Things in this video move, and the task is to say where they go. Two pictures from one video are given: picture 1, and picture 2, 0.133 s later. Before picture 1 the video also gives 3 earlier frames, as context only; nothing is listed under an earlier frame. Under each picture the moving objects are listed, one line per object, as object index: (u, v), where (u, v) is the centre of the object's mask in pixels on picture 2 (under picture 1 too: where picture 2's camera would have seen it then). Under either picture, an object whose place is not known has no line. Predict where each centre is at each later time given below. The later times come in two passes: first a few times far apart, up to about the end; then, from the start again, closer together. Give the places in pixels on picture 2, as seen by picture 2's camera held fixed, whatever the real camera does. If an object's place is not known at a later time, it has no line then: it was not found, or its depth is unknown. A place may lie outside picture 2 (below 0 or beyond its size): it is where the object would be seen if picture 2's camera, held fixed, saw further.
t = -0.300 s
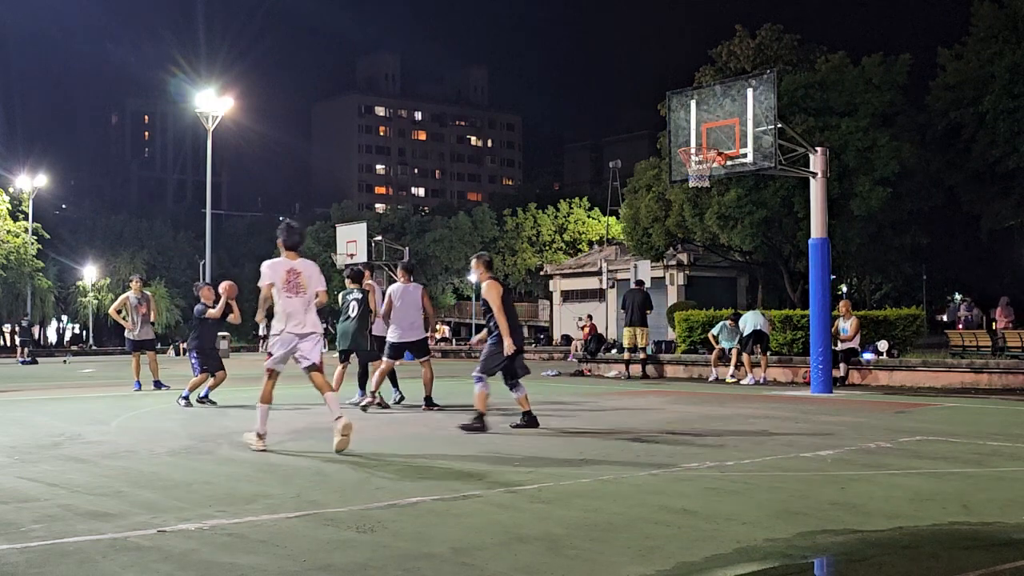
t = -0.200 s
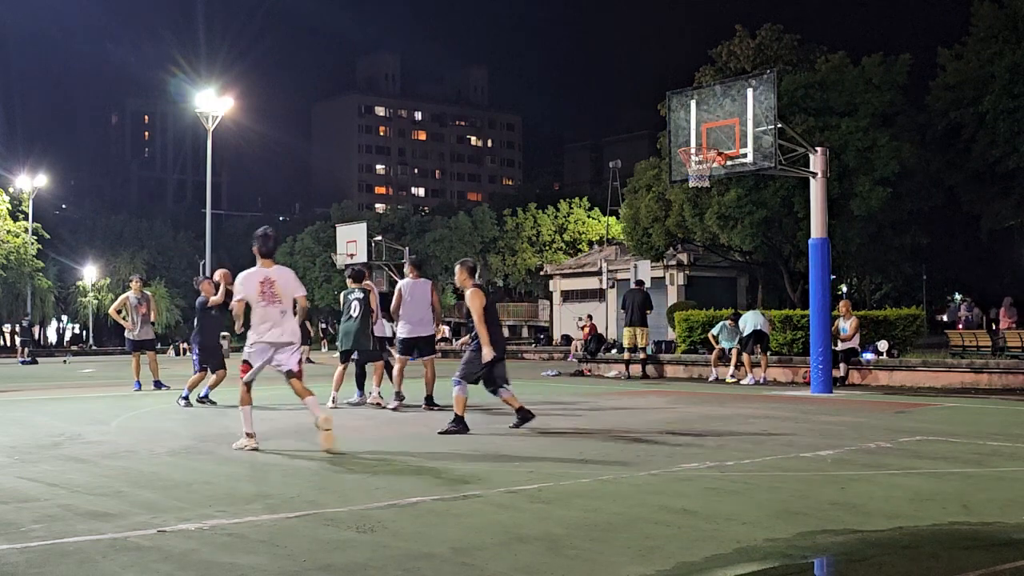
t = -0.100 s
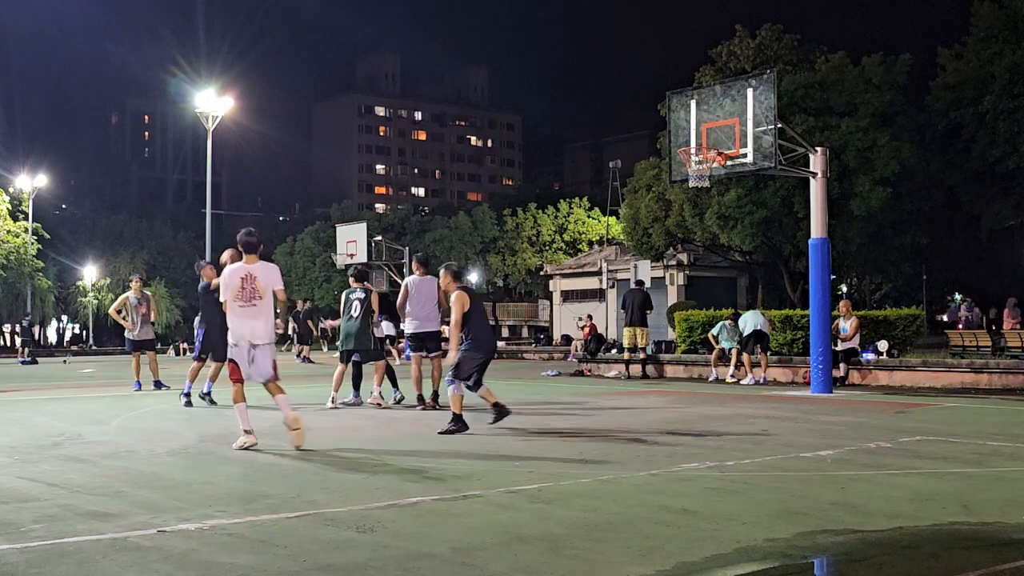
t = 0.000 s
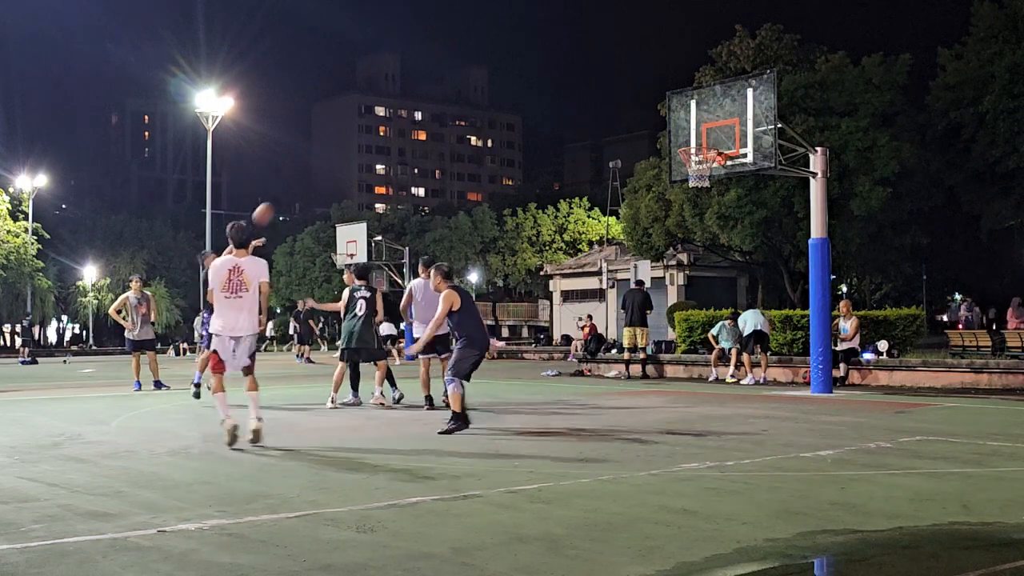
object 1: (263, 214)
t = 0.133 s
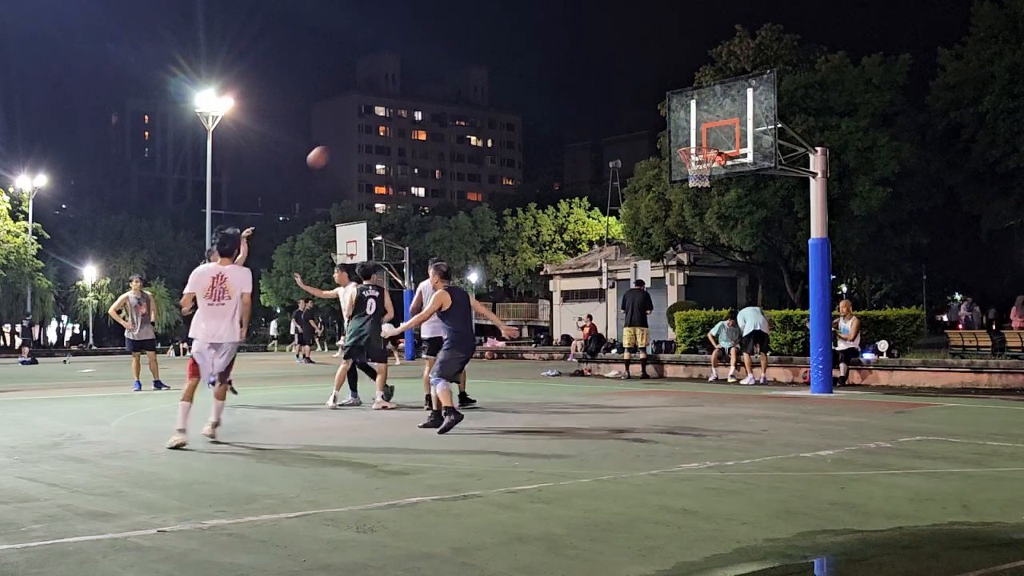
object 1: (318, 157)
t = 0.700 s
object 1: (548, 70)
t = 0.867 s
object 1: (615, 91)
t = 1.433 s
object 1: (682, 250)
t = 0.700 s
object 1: (548, 70)
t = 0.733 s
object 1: (561, 72)
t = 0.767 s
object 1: (575, 76)
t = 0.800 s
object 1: (588, 80)
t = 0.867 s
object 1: (615, 91)
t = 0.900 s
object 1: (629, 98)
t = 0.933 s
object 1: (642, 106)
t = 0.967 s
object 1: (655, 114)
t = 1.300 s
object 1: (692, 206)
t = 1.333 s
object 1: (690, 215)
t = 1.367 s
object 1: (687, 227)
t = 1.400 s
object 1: (685, 238)
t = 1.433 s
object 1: (682, 250)
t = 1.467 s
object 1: (681, 263)
